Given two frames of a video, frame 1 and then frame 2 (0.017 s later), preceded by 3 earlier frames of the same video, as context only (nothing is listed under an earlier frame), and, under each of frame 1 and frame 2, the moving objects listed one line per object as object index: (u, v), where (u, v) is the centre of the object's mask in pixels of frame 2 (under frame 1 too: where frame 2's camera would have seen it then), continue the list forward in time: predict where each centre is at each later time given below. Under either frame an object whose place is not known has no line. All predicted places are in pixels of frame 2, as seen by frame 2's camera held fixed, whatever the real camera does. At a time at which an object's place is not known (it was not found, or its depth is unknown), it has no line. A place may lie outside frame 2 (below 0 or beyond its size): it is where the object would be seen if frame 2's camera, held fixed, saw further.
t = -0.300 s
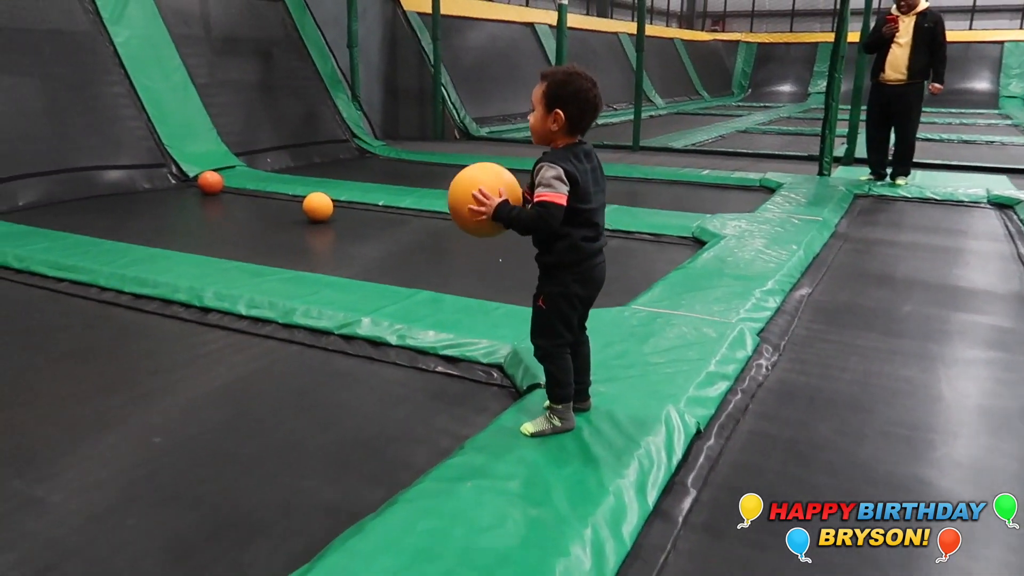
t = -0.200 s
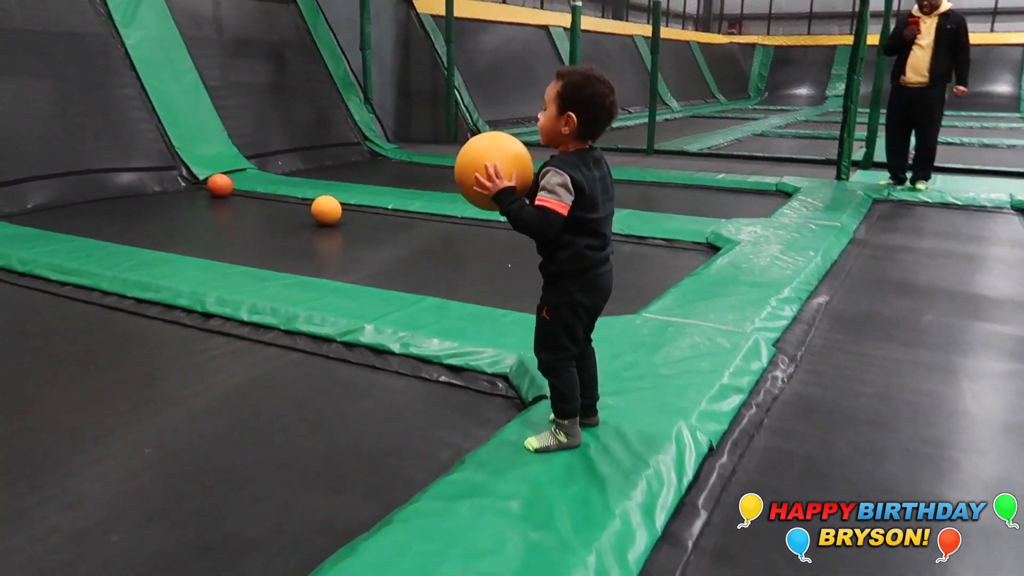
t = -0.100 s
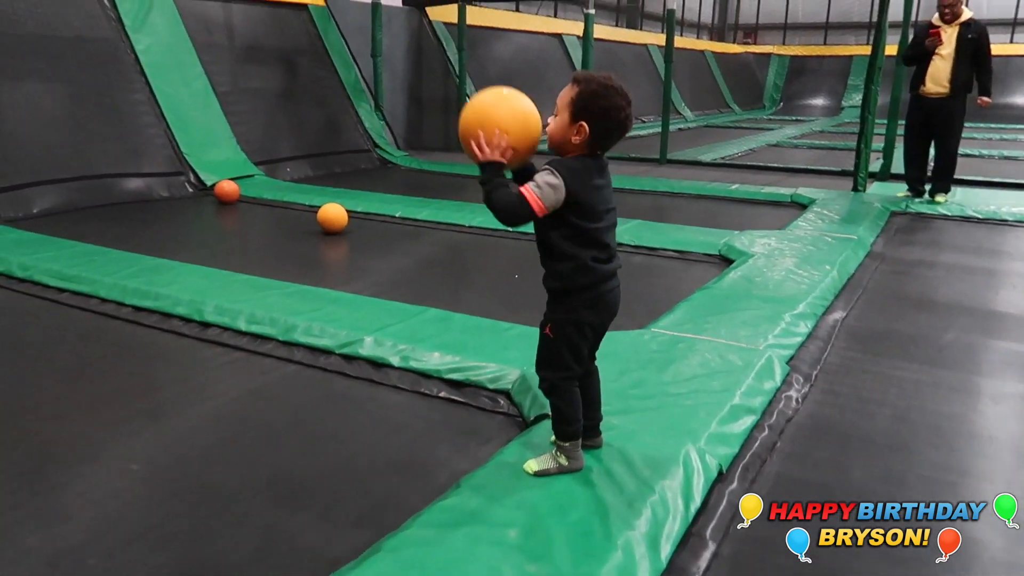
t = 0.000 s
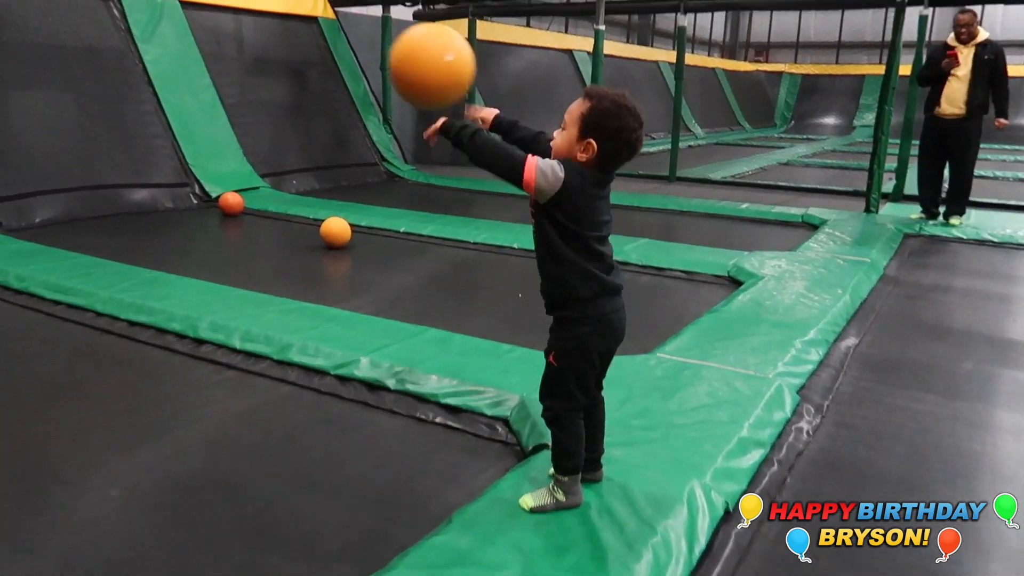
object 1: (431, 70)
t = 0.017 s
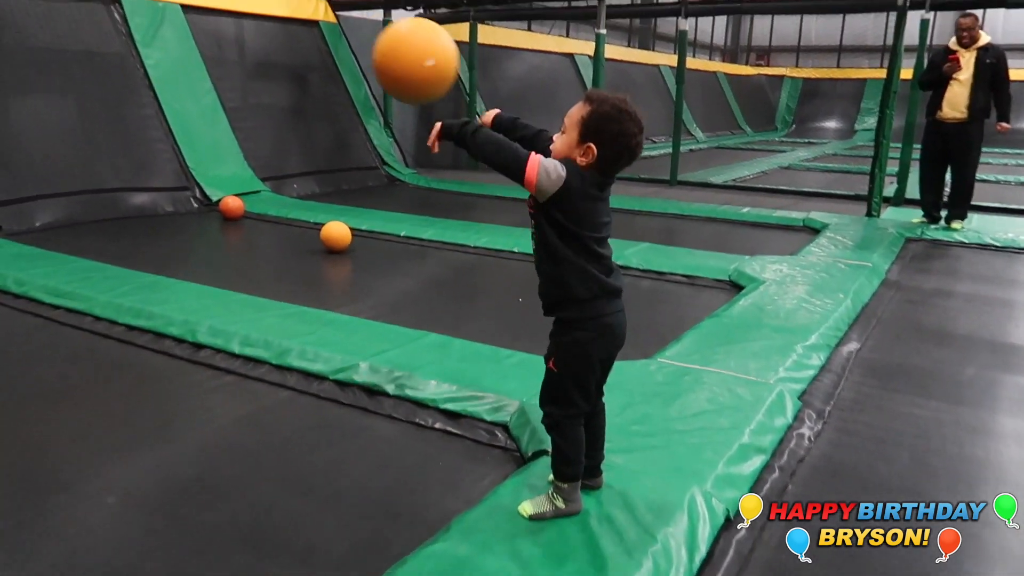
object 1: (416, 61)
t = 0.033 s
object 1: (400, 52)
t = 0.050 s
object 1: (384, 45)
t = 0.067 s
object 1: (368, 39)
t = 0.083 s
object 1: (353, 34)
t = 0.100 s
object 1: (337, 30)
